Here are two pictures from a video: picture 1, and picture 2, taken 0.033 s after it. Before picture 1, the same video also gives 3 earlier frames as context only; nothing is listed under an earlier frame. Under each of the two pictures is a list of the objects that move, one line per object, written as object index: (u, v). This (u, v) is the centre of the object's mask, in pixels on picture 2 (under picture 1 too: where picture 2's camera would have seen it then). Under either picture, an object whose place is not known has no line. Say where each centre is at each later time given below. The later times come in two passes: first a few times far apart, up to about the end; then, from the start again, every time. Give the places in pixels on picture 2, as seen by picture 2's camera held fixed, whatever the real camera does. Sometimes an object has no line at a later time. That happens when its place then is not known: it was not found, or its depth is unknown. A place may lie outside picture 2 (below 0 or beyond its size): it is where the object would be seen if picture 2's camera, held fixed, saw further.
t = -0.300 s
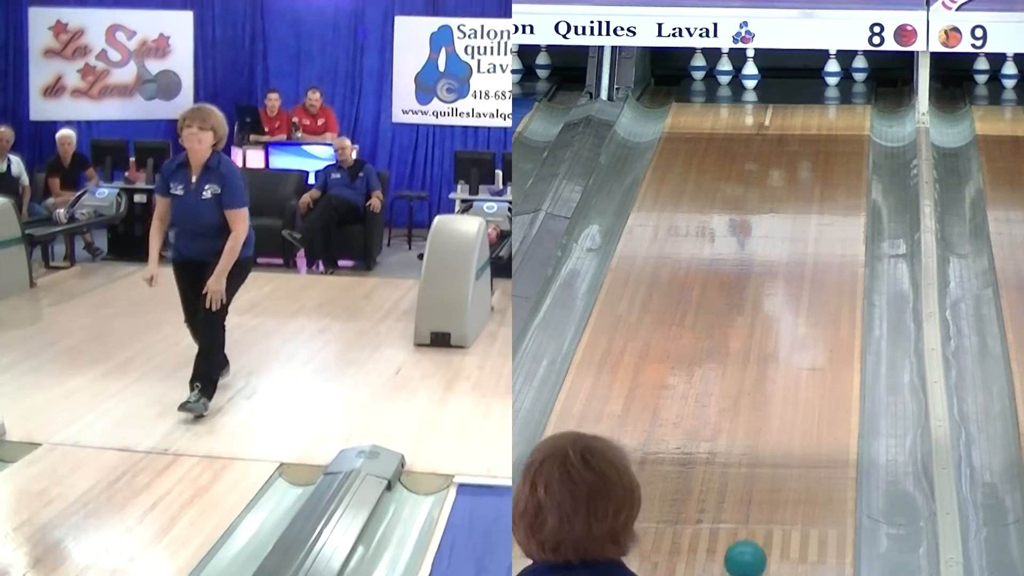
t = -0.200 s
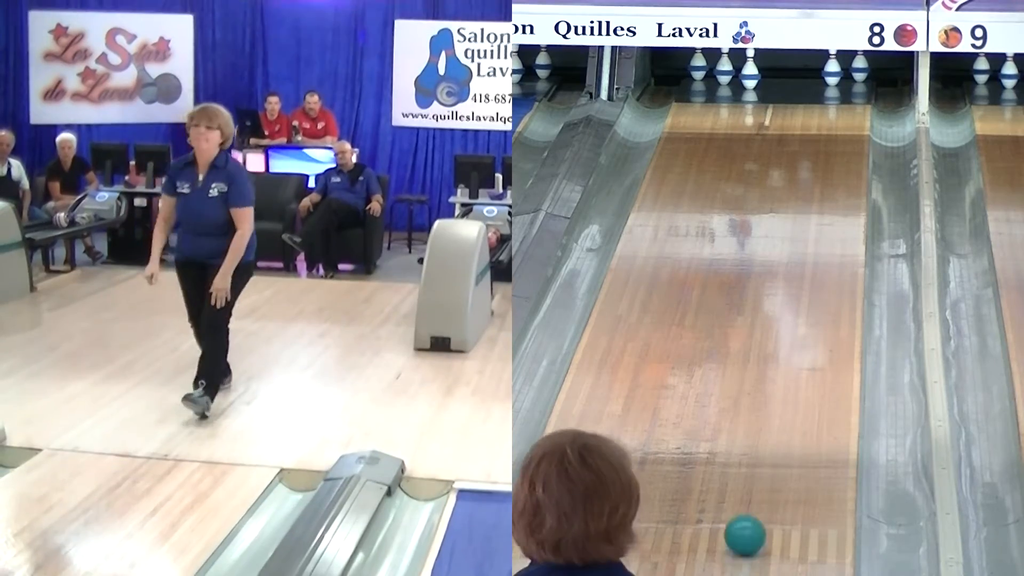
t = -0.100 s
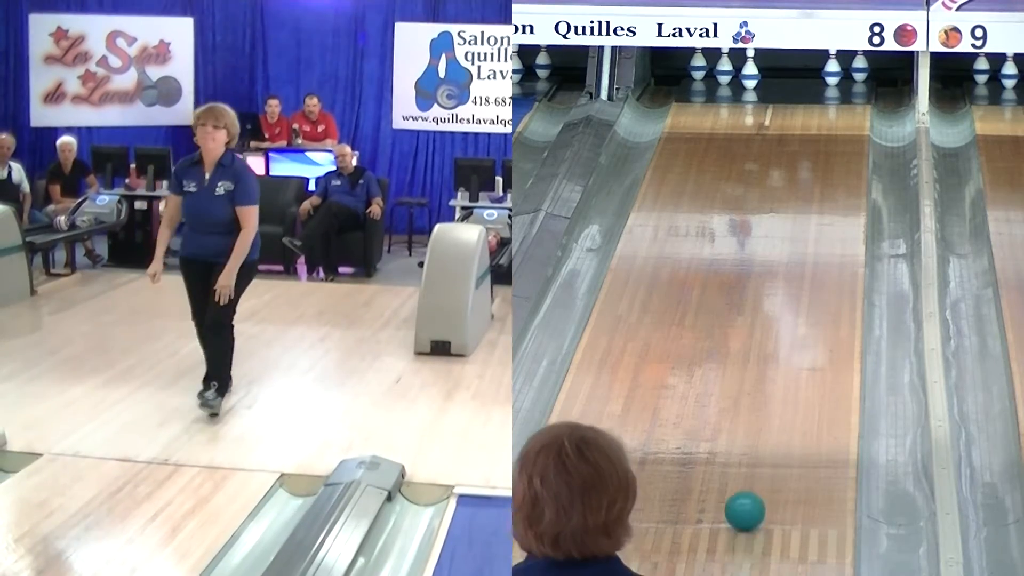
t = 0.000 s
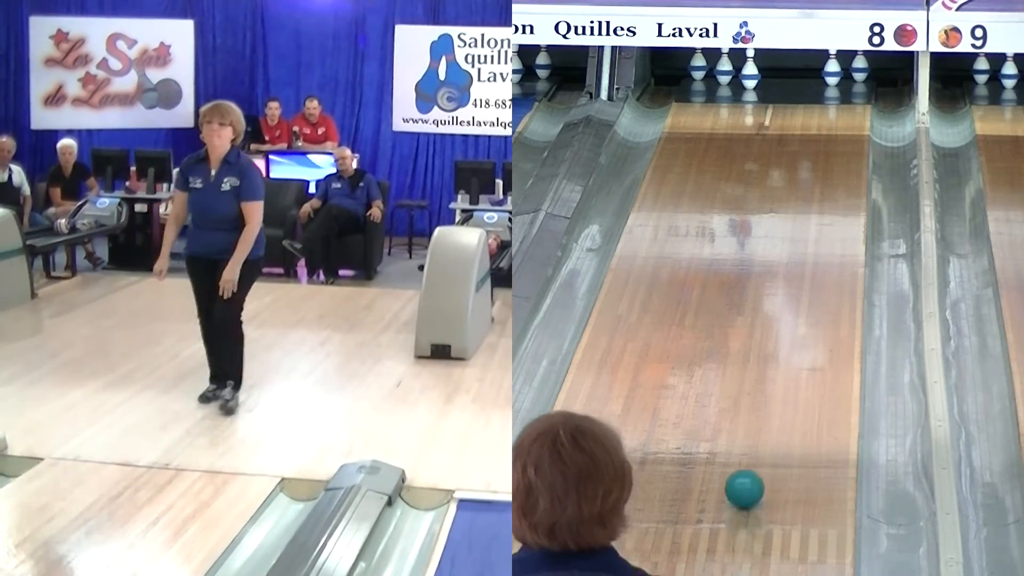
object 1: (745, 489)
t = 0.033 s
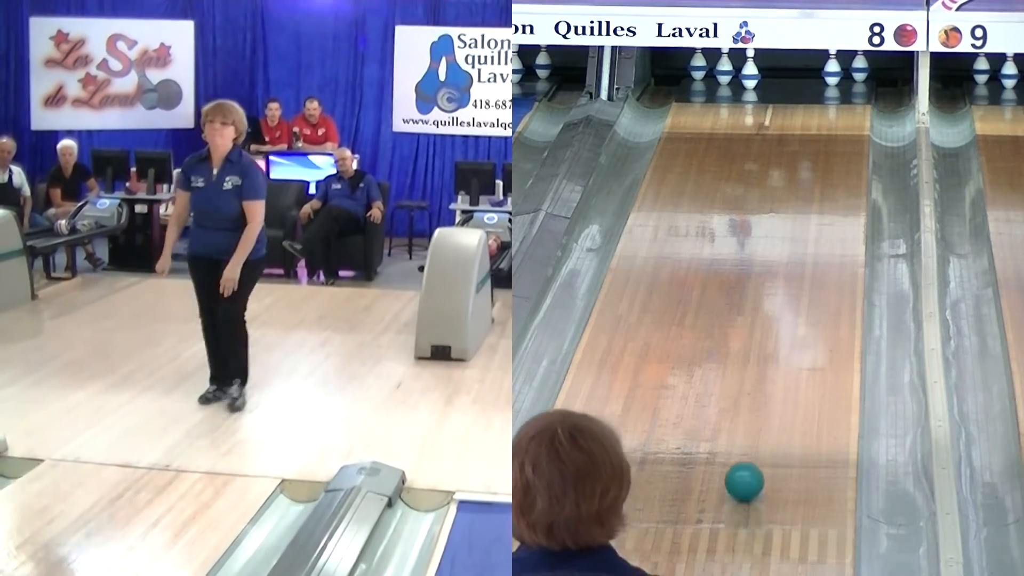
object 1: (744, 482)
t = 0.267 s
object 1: (742, 433)
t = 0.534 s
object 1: (739, 385)
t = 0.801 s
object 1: (735, 342)
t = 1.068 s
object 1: (732, 305)
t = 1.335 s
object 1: (731, 271)
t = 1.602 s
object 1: (730, 240)
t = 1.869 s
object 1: (729, 212)
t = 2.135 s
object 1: (729, 186)
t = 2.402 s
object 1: (730, 163)
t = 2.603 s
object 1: (730, 148)
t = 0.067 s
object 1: (744, 474)
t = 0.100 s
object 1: (744, 467)
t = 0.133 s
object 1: (744, 460)
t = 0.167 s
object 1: (743, 453)
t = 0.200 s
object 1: (743, 447)
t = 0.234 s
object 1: (742, 440)
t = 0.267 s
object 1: (742, 433)
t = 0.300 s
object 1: (742, 427)
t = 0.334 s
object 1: (741, 421)
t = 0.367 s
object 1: (741, 415)
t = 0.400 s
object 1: (740, 409)
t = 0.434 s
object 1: (740, 403)
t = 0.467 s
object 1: (739, 397)
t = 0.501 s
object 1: (739, 391)
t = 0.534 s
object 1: (739, 385)
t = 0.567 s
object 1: (738, 380)
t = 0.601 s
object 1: (738, 374)
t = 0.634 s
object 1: (737, 368)
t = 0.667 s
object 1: (737, 363)
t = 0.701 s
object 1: (736, 358)
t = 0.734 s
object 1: (736, 353)
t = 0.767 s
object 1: (735, 347)
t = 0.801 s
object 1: (735, 342)
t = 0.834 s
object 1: (734, 337)
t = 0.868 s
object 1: (734, 332)
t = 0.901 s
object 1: (734, 327)
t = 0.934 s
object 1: (733, 323)
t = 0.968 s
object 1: (733, 318)
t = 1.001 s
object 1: (733, 313)
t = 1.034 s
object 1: (733, 309)
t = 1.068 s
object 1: (732, 305)
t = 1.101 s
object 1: (732, 300)
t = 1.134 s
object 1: (732, 296)
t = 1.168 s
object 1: (732, 292)
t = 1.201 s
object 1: (732, 288)
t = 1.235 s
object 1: (732, 283)
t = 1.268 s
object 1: (731, 279)
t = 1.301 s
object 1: (731, 275)
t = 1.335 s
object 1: (731, 271)
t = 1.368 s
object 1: (731, 267)
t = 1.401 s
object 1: (731, 263)
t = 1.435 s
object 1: (731, 259)
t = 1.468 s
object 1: (730, 255)
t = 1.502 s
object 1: (730, 251)
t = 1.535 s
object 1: (730, 247)
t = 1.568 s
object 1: (730, 243)
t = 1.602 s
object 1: (730, 240)
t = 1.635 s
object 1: (730, 236)
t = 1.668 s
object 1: (729, 233)
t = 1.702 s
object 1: (729, 229)
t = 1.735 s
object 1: (729, 226)
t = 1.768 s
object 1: (729, 222)
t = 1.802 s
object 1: (729, 219)
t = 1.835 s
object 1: (729, 216)
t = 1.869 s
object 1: (729, 212)
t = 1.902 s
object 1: (729, 209)
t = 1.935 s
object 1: (729, 205)
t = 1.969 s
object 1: (729, 202)
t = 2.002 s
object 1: (729, 199)
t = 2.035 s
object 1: (729, 196)
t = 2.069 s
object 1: (729, 193)
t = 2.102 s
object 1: (729, 190)
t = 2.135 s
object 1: (729, 186)
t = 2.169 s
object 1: (729, 184)
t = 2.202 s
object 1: (729, 180)
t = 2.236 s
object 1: (729, 177)
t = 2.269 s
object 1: (729, 174)
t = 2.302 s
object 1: (729, 171)
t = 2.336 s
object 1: (729, 169)
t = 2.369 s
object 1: (729, 166)
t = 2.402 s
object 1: (730, 163)
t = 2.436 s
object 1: (730, 160)
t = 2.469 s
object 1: (730, 158)
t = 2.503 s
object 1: (730, 155)
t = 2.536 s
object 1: (730, 152)
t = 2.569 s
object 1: (730, 150)
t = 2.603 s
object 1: (730, 148)
